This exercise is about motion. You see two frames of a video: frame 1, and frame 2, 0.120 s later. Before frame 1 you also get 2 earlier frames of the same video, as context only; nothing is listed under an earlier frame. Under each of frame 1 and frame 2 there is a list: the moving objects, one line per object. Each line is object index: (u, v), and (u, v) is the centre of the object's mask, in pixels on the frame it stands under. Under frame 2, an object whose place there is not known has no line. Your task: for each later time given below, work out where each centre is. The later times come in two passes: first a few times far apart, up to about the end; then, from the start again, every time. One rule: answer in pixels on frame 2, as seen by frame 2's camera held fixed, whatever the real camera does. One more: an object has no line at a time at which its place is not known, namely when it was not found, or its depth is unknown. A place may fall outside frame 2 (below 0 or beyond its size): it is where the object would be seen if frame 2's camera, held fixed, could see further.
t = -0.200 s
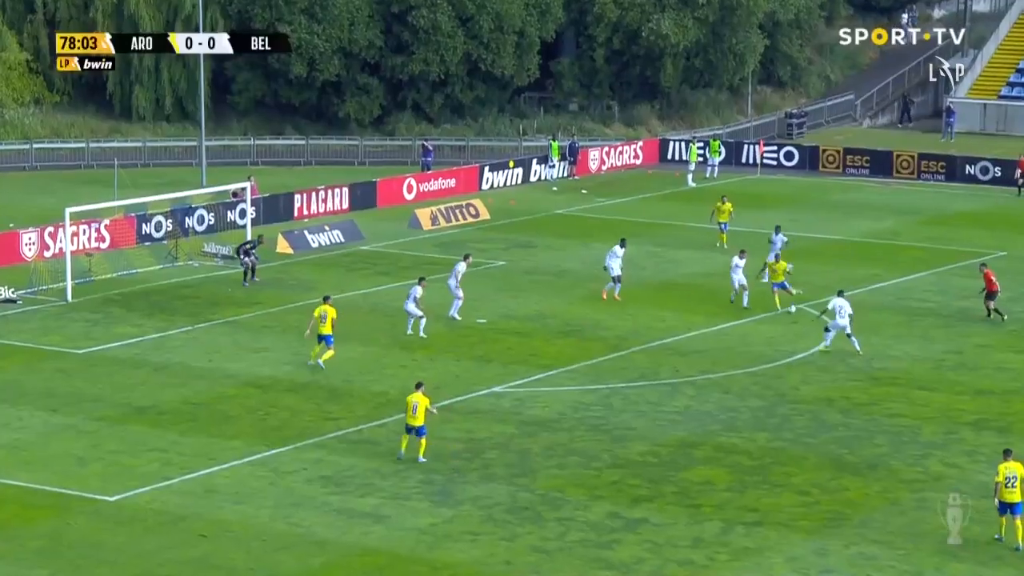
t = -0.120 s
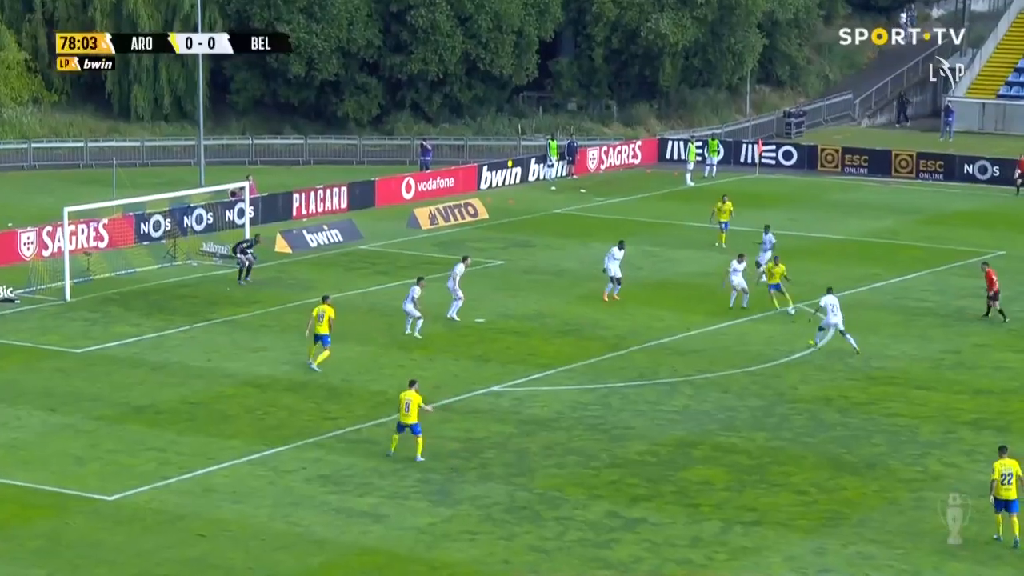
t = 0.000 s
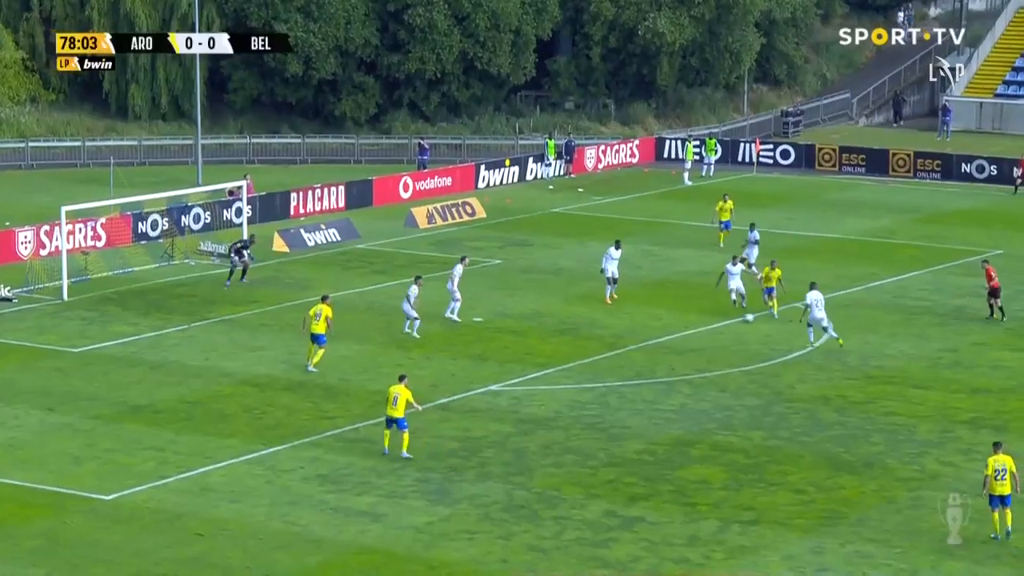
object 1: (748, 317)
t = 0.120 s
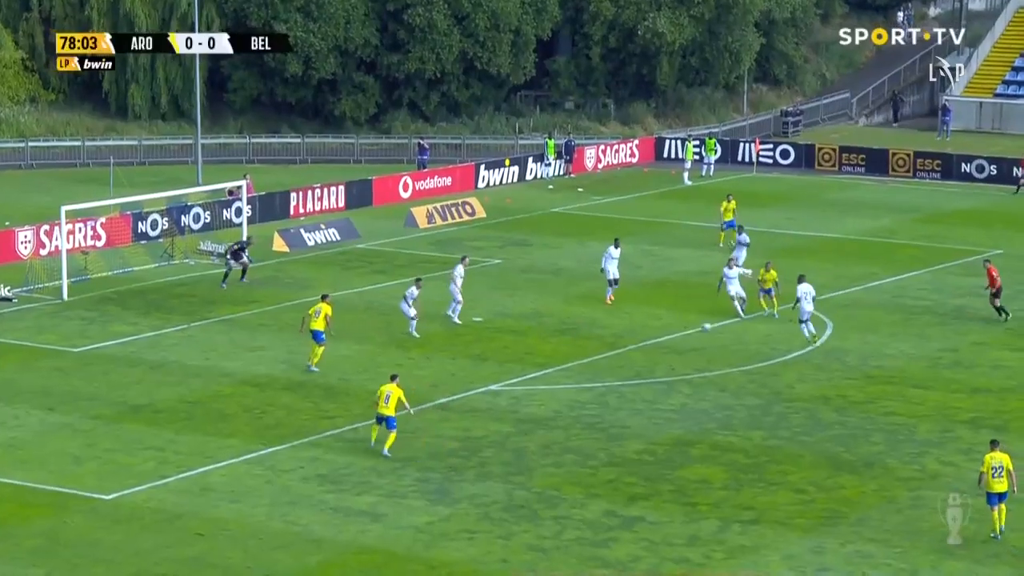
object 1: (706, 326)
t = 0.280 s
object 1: (651, 338)
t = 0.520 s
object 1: (574, 355)
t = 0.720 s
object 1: (518, 366)
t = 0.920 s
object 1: (465, 377)
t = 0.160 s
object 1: (692, 329)
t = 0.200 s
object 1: (678, 332)
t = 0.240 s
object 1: (665, 335)
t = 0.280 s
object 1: (651, 338)
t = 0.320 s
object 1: (637, 339)
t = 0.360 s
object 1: (625, 343)
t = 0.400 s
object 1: (612, 347)
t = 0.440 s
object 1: (599, 349)
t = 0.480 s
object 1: (587, 352)
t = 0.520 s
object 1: (574, 355)
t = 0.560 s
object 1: (563, 357)
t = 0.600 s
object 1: (551, 360)
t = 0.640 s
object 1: (540, 361)
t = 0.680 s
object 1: (528, 365)
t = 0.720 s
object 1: (518, 366)
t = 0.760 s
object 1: (507, 368)
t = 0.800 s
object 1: (495, 372)
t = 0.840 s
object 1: (486, 373)
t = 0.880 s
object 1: (475, 374)
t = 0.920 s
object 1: (465, 377)
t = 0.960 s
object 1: (455, 380)
